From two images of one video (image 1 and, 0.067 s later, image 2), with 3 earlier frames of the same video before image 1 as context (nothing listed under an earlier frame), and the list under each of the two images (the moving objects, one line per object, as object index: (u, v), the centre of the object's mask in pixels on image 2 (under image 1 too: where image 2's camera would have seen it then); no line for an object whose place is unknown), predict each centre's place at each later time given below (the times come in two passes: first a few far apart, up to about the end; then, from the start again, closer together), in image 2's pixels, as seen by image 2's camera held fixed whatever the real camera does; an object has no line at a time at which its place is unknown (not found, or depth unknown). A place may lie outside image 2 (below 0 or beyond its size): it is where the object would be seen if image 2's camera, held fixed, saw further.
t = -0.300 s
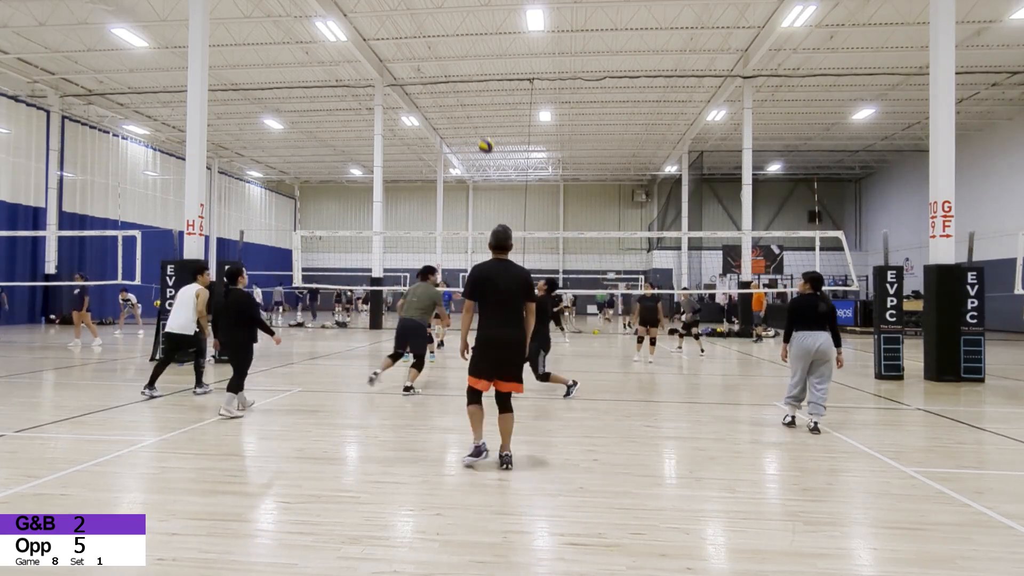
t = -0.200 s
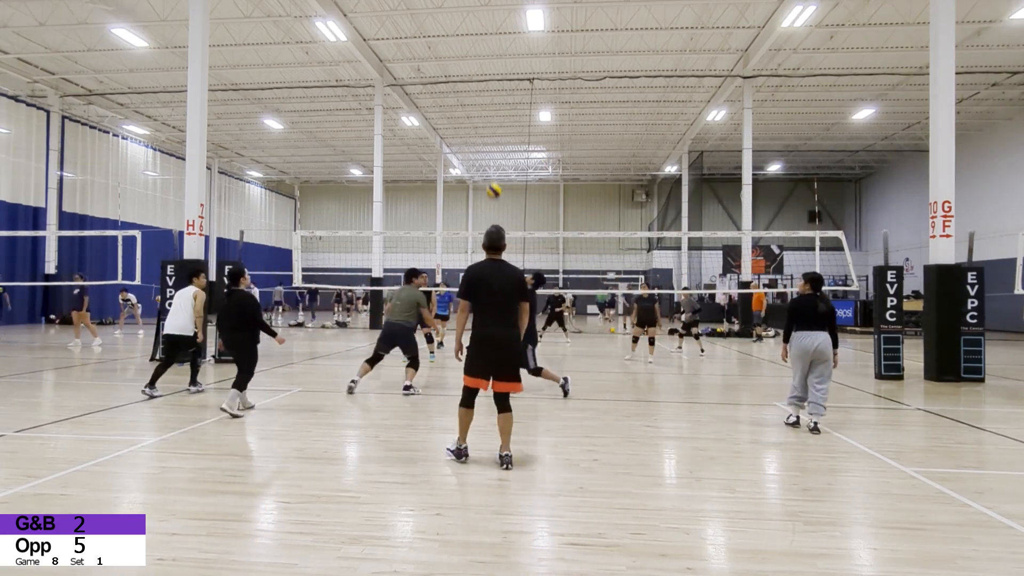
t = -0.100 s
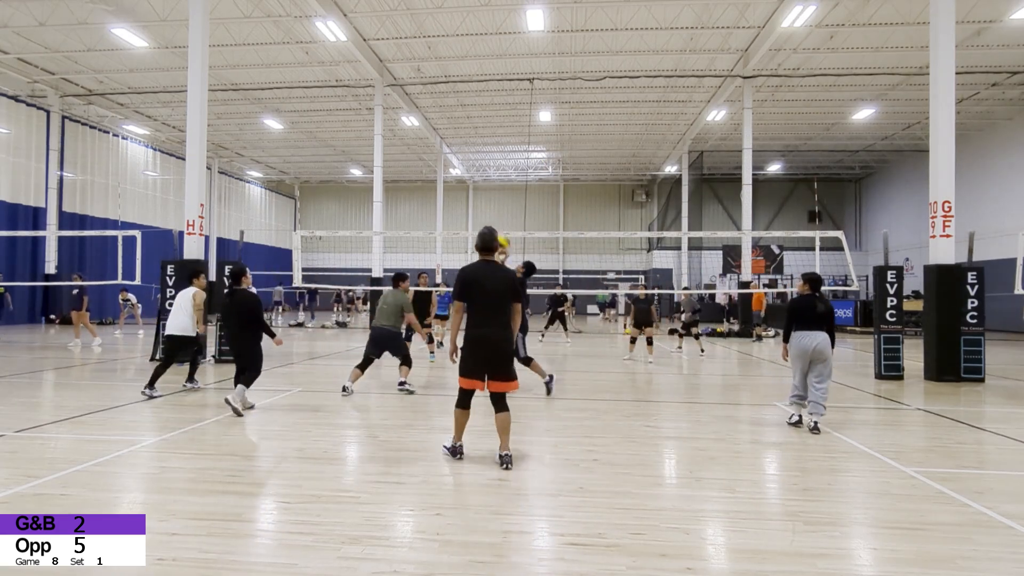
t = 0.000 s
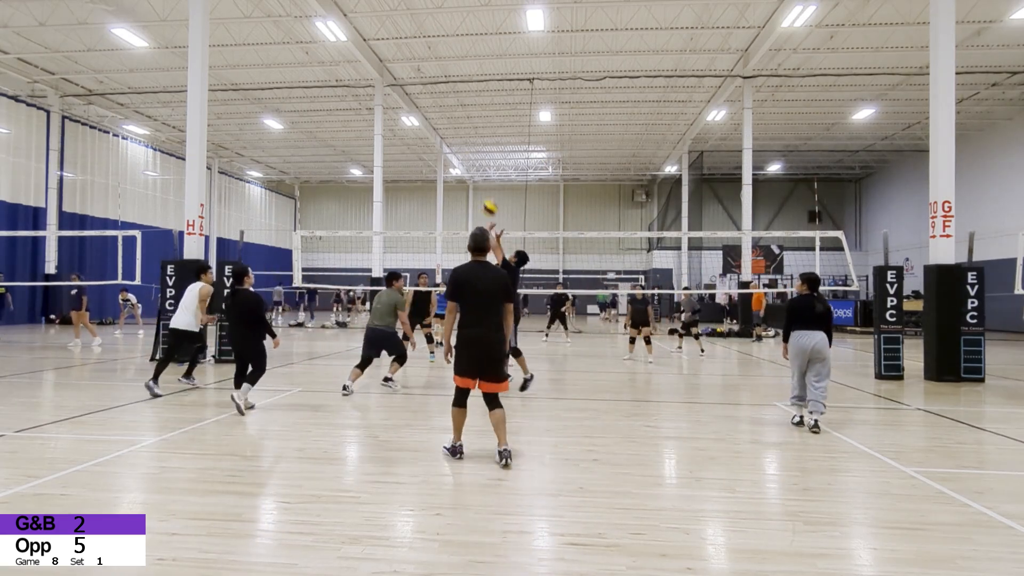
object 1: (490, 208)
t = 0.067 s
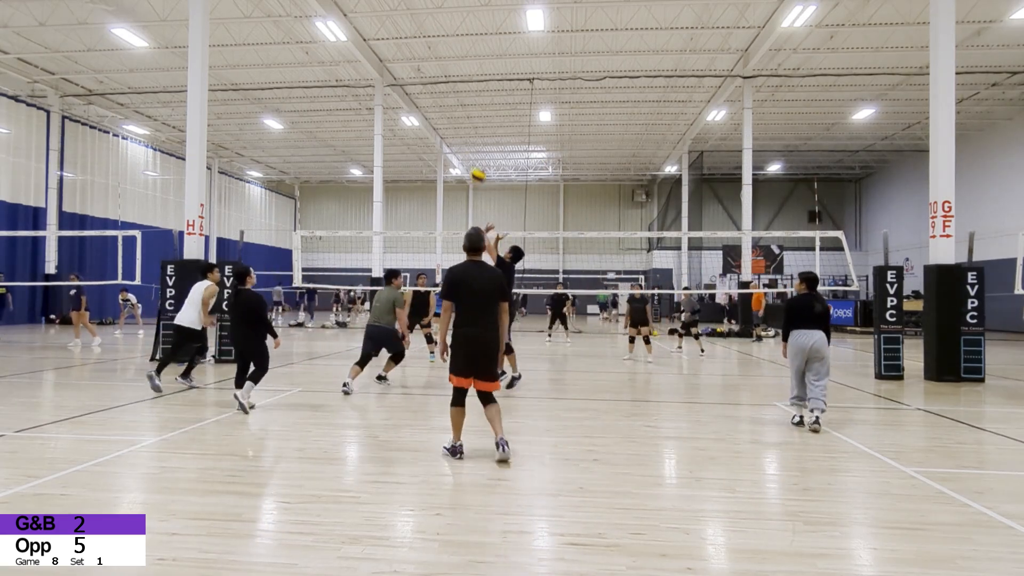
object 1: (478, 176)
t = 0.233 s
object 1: (449, 111)
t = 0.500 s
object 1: (409, 55)
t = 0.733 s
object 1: (376, 50)
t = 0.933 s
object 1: (349, 74)
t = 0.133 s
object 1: (466, 146)
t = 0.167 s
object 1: (460, 133)
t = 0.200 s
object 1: (455, 122)
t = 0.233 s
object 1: (449, 111)
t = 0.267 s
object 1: (444, 101)
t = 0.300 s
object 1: (439, 91)
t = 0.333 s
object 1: (434, 83)
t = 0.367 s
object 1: (428, 76)
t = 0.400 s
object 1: (423, 70)
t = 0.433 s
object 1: (419, 64)
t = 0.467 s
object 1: (414, 59)
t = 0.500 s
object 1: (409, 55)
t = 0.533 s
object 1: (404, 52)
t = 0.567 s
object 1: (399, 50)
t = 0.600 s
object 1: (394, 48)
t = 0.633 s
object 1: (390, 48)
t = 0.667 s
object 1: (385, 48)
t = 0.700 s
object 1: (380, 48)
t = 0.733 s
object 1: (376, 50)
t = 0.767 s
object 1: (371, 52)
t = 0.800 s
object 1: (367, 55)
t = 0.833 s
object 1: (362, 59)
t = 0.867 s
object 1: (358, 63)
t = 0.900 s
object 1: (353, 68)
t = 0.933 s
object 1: (349, 74)
